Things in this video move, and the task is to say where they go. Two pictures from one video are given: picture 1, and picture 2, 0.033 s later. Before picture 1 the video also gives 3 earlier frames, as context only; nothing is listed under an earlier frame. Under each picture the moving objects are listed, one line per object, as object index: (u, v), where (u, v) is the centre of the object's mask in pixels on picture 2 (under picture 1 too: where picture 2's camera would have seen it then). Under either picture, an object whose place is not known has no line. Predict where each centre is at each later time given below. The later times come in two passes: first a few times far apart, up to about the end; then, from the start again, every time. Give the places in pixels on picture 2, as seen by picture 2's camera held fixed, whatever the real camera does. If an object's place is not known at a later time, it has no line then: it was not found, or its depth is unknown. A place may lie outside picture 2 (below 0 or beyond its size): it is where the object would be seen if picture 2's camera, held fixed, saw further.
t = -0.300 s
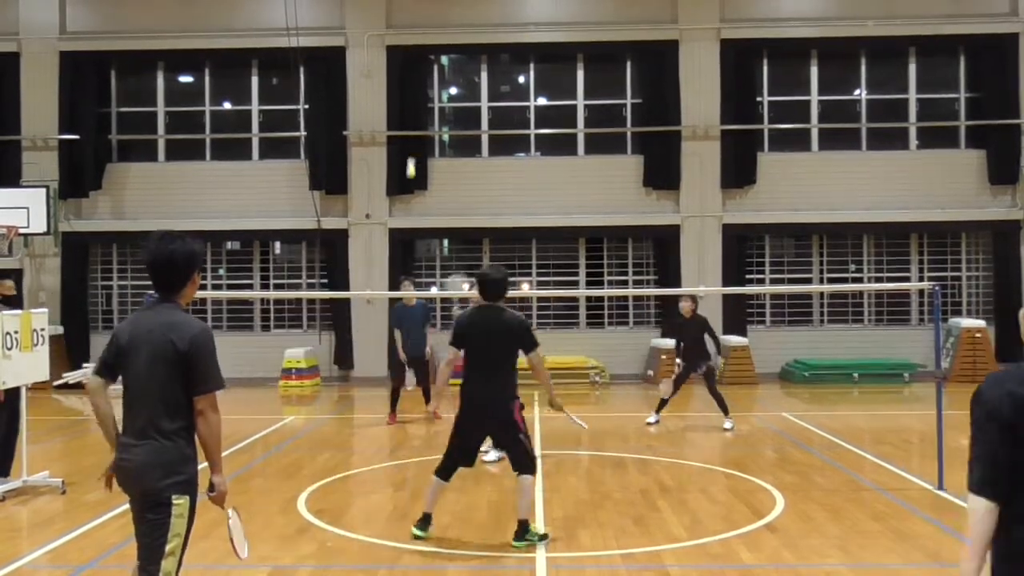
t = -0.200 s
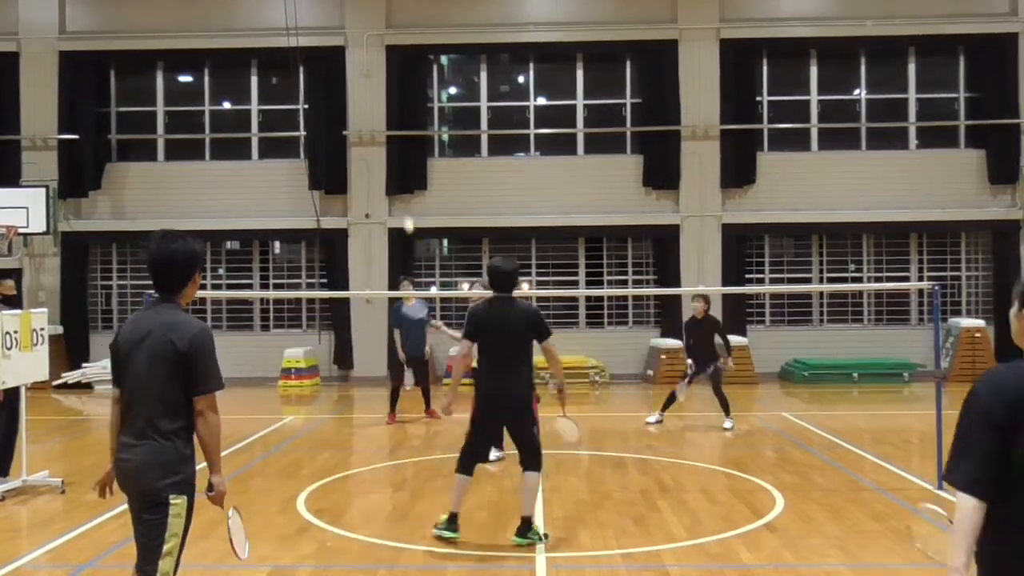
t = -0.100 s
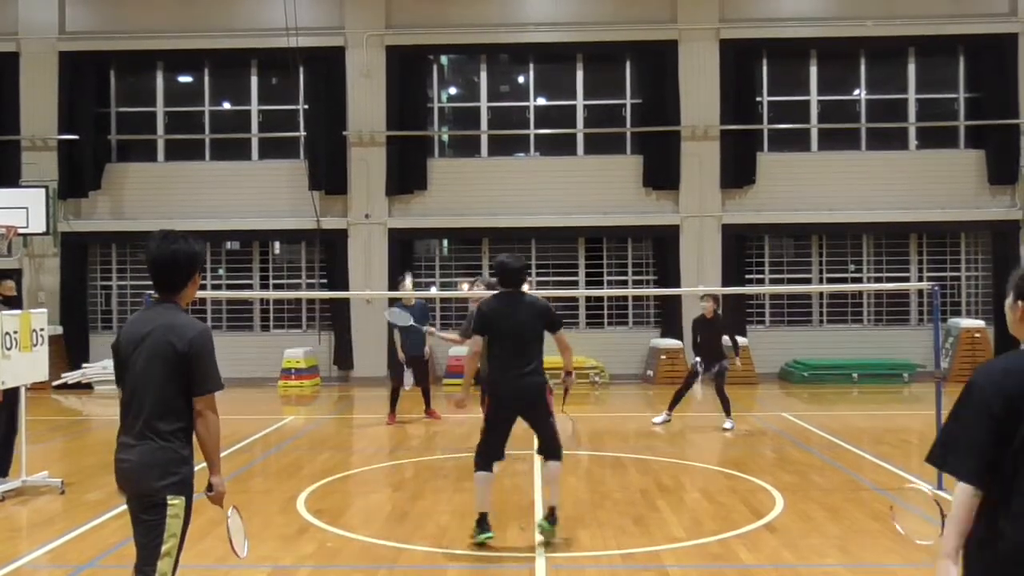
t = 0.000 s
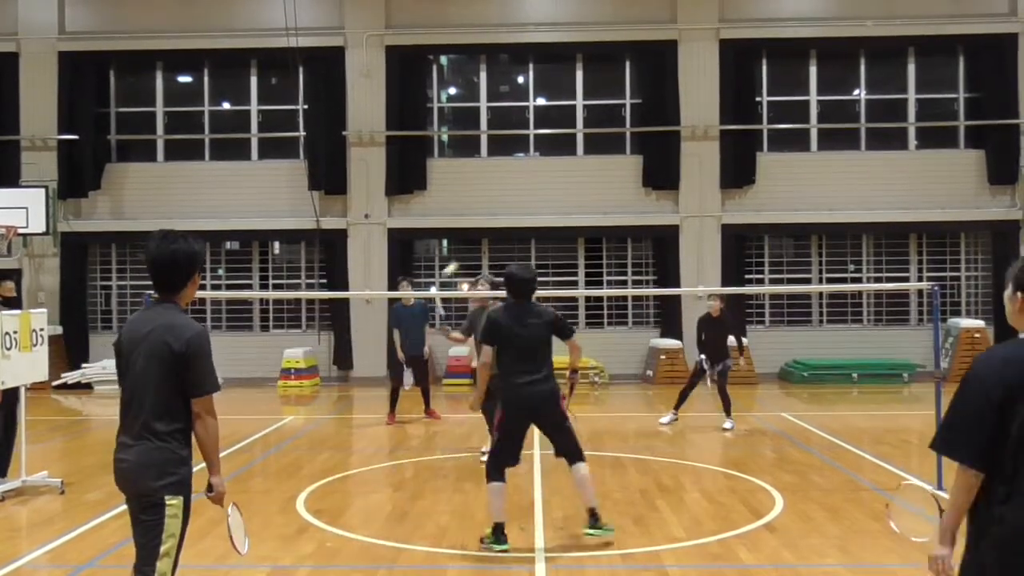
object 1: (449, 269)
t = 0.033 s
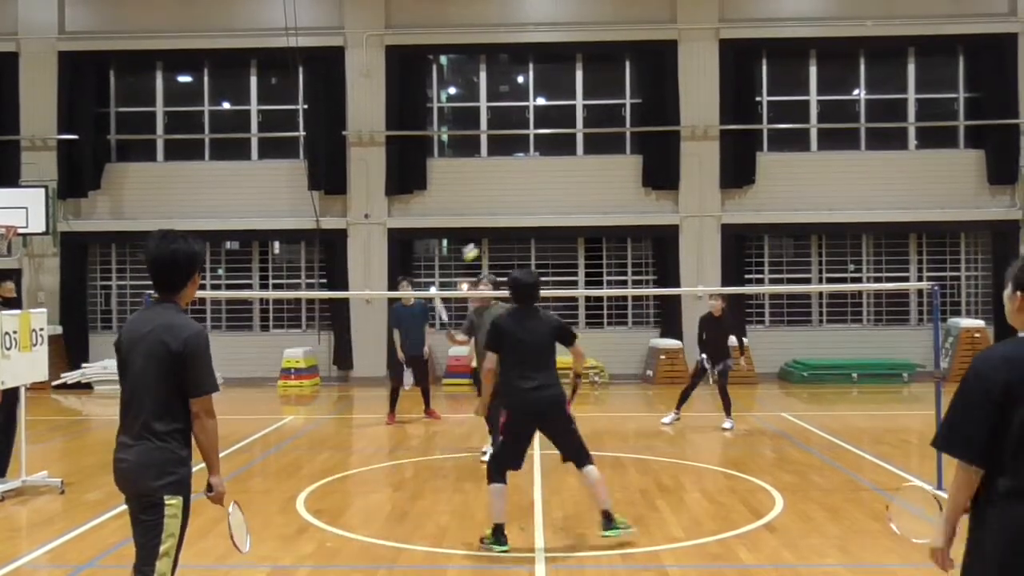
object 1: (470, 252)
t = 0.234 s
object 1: (577, 190)
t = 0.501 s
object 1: (696, 188)
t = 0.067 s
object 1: (489, 238)
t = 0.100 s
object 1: (508, 228)
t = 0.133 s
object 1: (527, 214)
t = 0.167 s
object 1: (544, 207)
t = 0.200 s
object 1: (560, 196)
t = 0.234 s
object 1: (577, 190)
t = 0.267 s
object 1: (593, 186)
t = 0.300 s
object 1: (609, 183)
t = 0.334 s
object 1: (626, 178)
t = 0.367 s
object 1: (641, 179)
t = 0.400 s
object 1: (655, 181)
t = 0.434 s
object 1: (670, 182)
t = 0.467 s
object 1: (682, 185)
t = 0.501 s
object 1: (696, 188)
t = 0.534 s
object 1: (710, 193)
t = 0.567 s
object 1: (724, 200)
